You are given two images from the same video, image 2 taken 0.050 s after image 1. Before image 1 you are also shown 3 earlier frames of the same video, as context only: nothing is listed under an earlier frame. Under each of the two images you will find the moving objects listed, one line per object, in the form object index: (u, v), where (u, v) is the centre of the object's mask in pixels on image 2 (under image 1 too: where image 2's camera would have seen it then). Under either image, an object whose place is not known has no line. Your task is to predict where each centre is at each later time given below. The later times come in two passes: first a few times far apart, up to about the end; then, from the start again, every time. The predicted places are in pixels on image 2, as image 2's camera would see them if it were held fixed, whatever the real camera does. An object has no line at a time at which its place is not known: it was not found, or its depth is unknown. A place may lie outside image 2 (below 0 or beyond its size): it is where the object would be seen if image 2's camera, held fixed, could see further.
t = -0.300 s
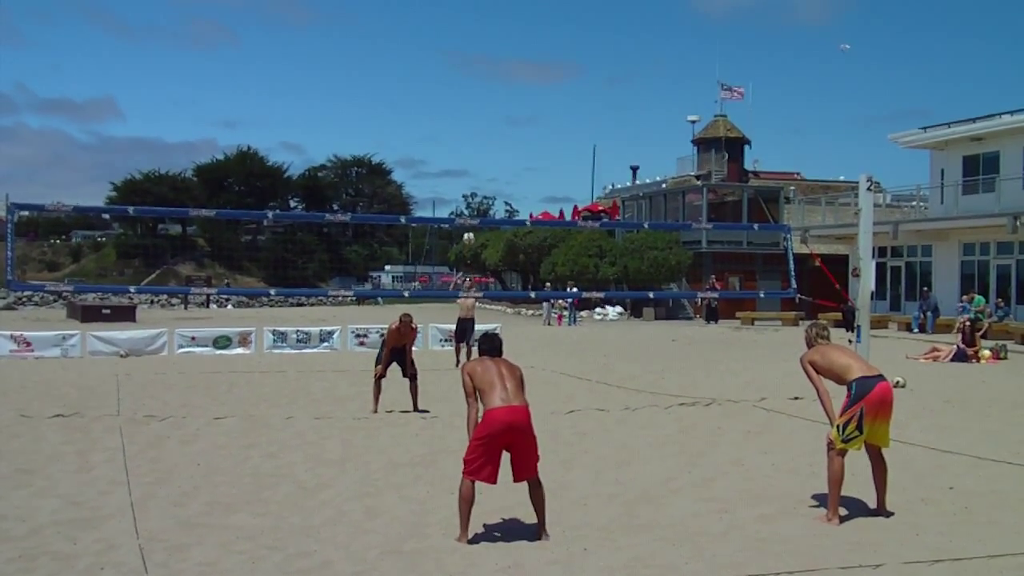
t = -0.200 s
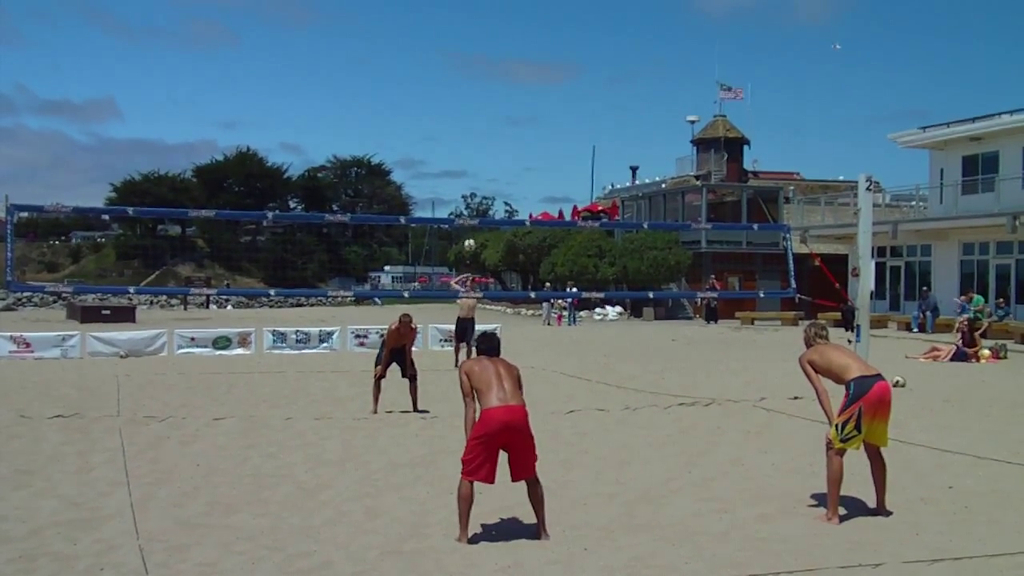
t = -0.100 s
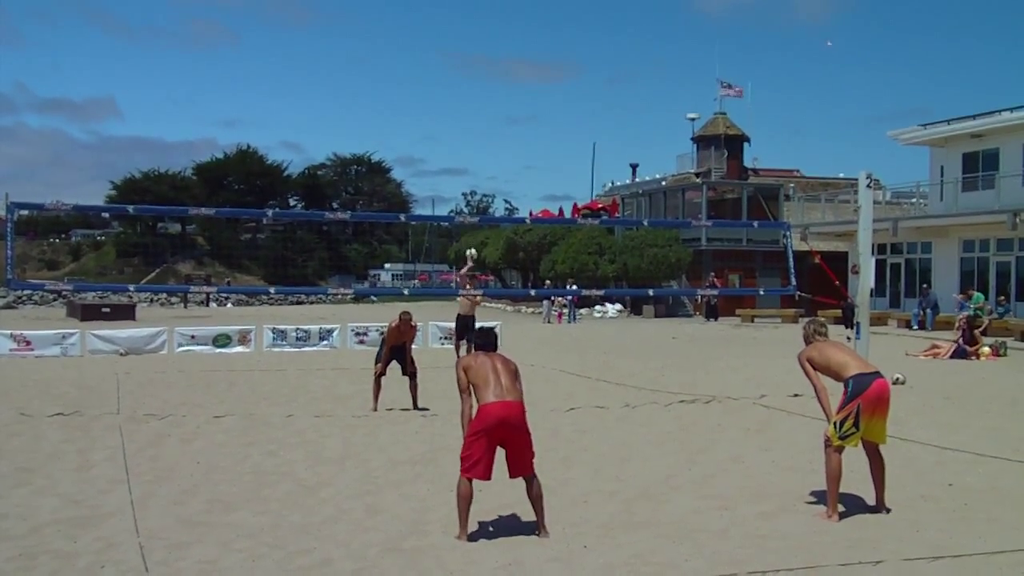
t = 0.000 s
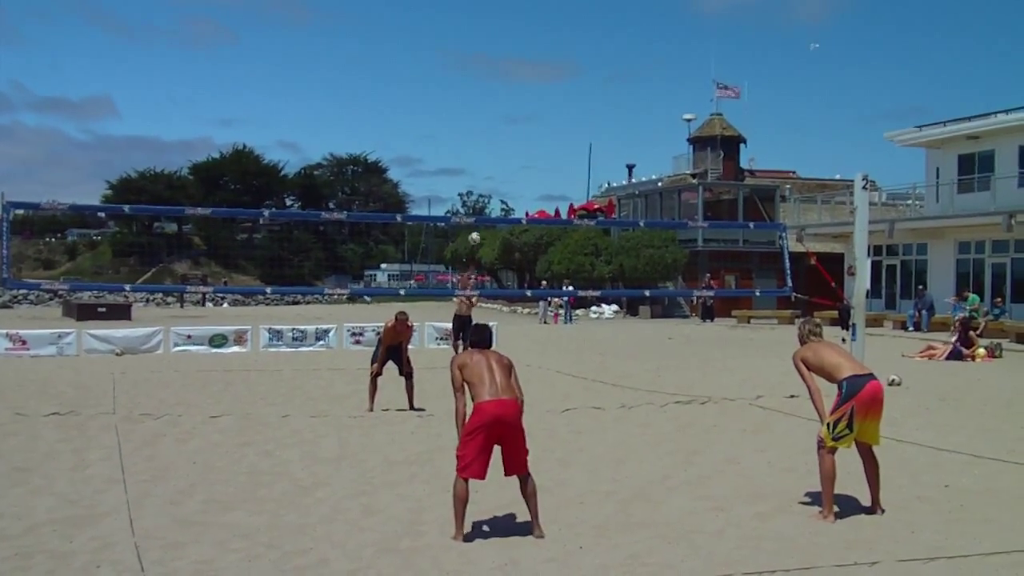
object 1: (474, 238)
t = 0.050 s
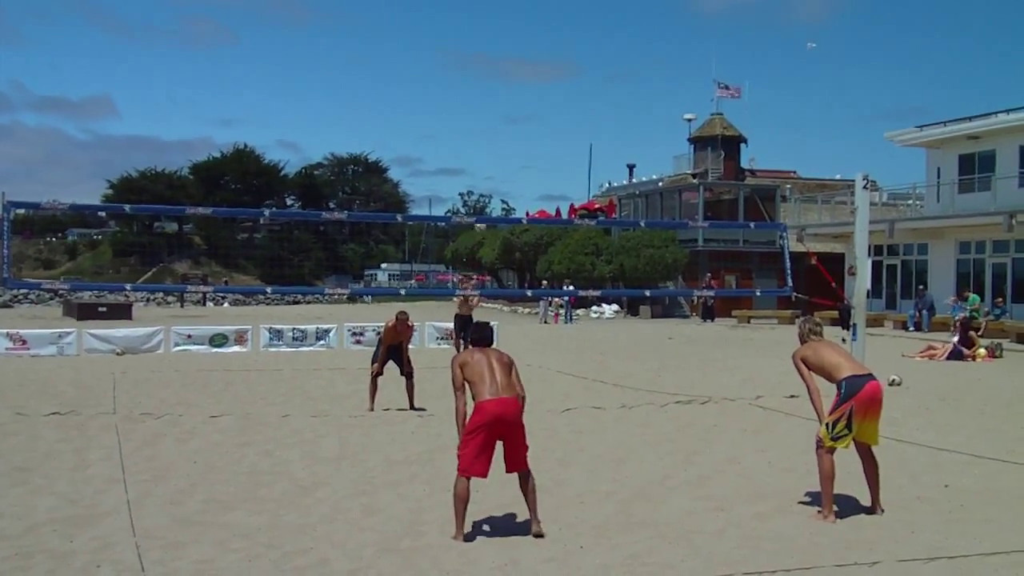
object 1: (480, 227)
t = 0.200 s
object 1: (498, 192)
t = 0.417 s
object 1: (529, 157)
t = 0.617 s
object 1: (560, 146)
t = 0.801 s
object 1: (598, 163)
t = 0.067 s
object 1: (481, 226)
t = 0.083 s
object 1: (483, 214)
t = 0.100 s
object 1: (485, 212)
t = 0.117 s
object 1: (487, 209)
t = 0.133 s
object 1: (489, 205)
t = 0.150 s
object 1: (491, 202)
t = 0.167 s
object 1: (493, 199)
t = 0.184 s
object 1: (495, 195)
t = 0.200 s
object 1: (498, 192)
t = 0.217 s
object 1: (500, 189)
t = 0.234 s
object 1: (502, 186)
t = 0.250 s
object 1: (505, 182)
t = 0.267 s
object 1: (507, 179)
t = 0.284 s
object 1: (509, 177)
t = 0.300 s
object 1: (511, 174)
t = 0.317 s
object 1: (514, 171)
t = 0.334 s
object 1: (516, 169)
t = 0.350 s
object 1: (519, 166)
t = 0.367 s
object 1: (521, 164)
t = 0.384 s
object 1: (524, 162)
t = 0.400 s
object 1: (526, 159)
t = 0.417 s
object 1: (529, 157)
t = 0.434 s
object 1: (531, 156)
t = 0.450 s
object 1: (534, 154)
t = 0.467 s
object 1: (536, 152)
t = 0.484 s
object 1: (539, 151)
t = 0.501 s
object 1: (542, 149)
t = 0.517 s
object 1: (544, 148)
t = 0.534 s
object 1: (547, 147)
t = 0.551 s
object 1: (550, 147)
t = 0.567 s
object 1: (552, 146)
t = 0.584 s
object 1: (555, 146)
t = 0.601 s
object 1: (558, 146)
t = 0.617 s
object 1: (560, 146)
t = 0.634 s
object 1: (564, 145)
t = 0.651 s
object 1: (567, 146)
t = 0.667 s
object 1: (570, 147)
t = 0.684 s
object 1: (573, 148)
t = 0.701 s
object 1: (576, 149)
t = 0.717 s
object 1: (579, 150)
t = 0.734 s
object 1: (583, 152)
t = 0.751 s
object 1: (587, 154)
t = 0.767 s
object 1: (590, 157)
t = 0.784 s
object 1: (594, 160)
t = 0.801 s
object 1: (598, 163)
